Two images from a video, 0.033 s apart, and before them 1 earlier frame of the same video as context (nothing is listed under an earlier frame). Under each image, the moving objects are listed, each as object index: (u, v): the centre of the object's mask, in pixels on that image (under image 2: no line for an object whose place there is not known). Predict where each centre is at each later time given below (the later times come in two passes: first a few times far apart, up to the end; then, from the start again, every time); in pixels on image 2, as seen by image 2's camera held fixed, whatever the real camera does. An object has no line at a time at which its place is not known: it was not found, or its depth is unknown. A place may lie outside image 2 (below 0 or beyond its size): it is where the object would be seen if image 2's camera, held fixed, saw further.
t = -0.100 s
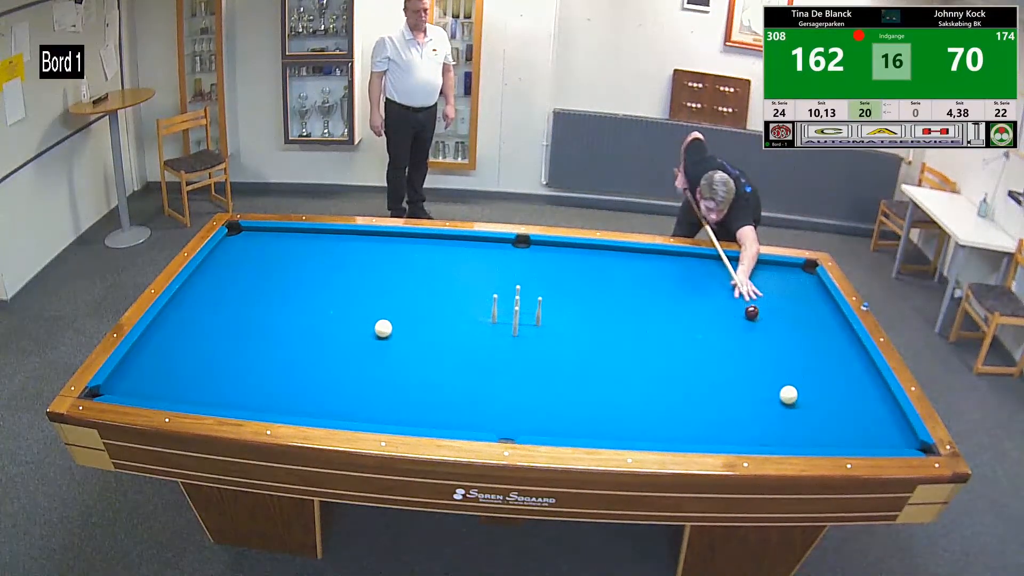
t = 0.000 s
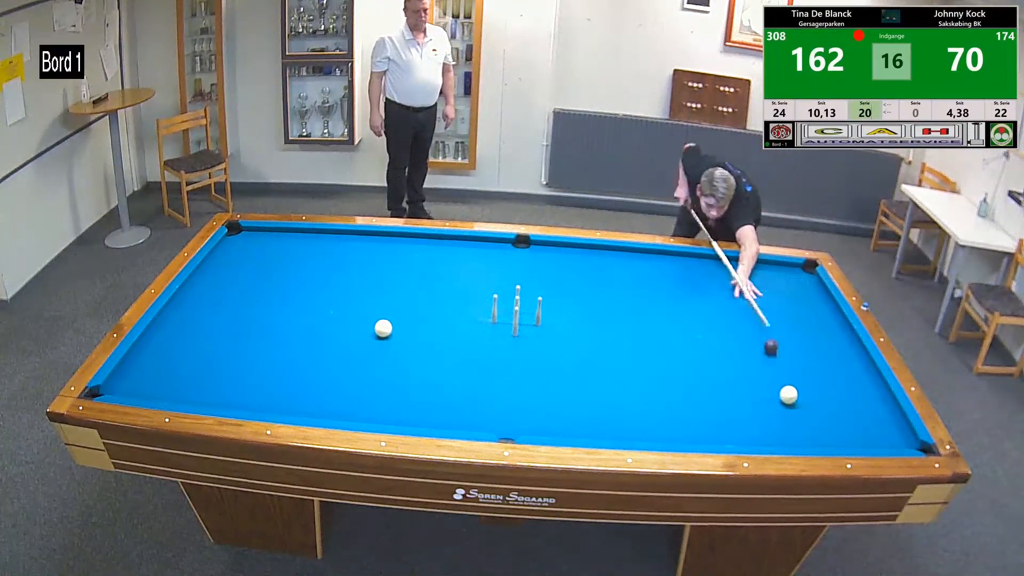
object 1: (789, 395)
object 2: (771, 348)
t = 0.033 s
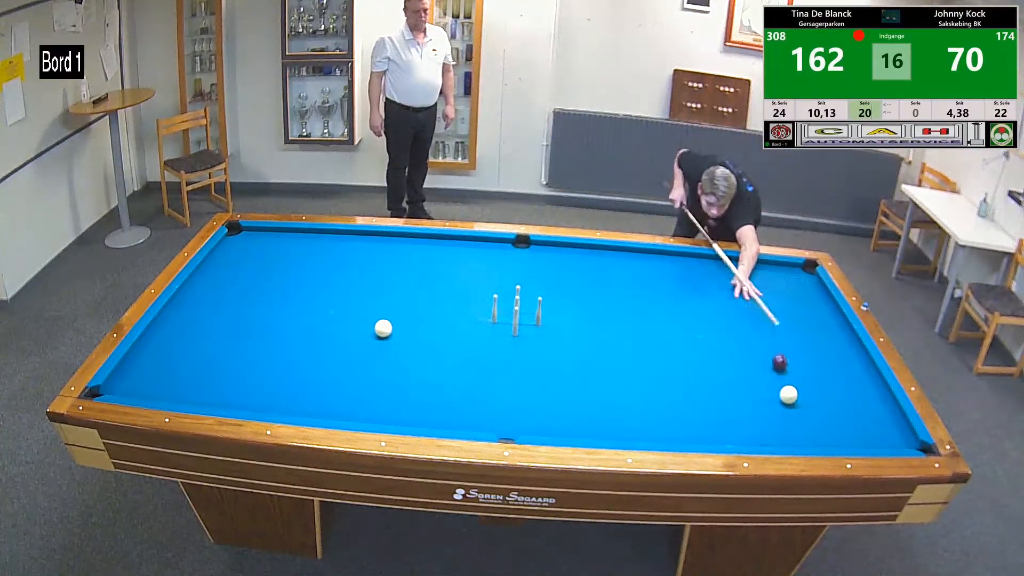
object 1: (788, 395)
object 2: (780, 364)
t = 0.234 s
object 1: (756, 440)
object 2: (857, 416)
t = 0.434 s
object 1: (707, 401)
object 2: (907, 442)
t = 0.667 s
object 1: (661, 363)
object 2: (877, 440)
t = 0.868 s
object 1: (625, 333)
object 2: (857, 434)
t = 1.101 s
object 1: (588, 303)
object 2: (833, 426)
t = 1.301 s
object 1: (560, 280)
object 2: (813, 421)
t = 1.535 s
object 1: (530, 257)
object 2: (790, 414)
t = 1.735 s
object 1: (510, 243)
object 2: (771, 408)
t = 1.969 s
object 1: (499, 253)
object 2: (749, 401)
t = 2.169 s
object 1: (489, 262)
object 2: (731, 395)
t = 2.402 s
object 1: (478, 272)
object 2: (710, 389)
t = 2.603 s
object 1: (467, 281)
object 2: (693, 384)
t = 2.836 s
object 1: (455, 291)
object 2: (674, 378)
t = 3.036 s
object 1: (445, 301)
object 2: (659, 373)
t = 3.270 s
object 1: (432, 312)
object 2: (641, 368)
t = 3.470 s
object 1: (421, 322)
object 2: (627, 364)
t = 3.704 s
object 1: (408, 334)
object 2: (611, 359)
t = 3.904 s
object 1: (397, 344)
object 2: (599, 355)
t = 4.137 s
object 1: (383, 356)
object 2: (584, 351)
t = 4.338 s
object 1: (372, 367)
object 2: (573, 347)
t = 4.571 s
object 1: (359, 379)
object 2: (560, 343)
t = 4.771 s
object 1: (347, 390)
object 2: (550, 340)
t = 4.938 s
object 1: (338, 399)
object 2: (542, 337)
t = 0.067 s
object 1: (788, 395)
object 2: (788, 378)
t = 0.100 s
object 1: (785, 400)
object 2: (801, 392)
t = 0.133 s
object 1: (778, 411)
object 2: (816, 398)
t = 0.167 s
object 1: (771, 422)
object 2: (830, 404)
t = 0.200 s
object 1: (764, 433)
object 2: (844, 411)
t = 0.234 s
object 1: (756, 440)
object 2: (857, 416)
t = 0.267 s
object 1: (747, 435)
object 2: (868, 421)
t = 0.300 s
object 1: (738, 427)
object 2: (880, 426)
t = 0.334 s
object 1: (730, 420)
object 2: (892, 431)
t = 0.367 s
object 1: (722, 414)
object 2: (904, 436)
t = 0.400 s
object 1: (715, 407)
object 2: (912, 441)
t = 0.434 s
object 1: (707, 401)
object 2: (907, 442)
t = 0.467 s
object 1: (701, 396)
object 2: (902, 443)
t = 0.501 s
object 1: (694, 390)
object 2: (897, 444)
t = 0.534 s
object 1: (687, 384)
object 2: (892, 443)
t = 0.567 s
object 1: (680, 379)
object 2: (888, 442)
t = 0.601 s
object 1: (674, 374)
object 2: (884, 441)
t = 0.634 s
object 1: (667, 368)
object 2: (881, 440)
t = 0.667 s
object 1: (661, 363)
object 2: (877, 440)
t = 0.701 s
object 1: (655, 358)
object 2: (874, 439)
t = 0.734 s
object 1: (649, 353)
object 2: (871, 439)
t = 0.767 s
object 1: (643, 348)
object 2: (868, 438)
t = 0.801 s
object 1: (637, 343)
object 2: (864, 437)
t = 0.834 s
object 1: (631, 338)
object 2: (860, 435)
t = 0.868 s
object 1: (625, 333)
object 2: (857, 434)
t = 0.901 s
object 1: (620, 329)
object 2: (853, 432)
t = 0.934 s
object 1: (614, 324)
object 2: (850, 432)
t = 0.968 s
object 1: (609, 320)
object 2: (847, 431)
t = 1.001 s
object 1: (604, 316)
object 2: (843, 430)
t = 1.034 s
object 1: (598, 311)
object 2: (840, 429)
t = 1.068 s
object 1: (593, 307)
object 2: (836, 428)
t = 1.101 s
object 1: (588, 303)
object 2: (833, 426)
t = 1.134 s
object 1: (583, 299)
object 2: (830, 426)
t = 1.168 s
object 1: (578, 295)
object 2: (826, 425)
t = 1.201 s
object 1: (574, 291)
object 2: (823, 424)
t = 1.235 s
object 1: (569, 288)
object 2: (820, 423)
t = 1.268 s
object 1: (564, 284)
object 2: (816, 422)
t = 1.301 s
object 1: (560, 280)
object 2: (813, 421)
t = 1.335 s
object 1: (555, 277)
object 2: (810, 420)
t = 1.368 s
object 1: (551, 273)
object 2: (806, 419)
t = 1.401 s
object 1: (547, 270)
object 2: (803, 418)
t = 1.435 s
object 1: (543, 266)
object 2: (800, 416)
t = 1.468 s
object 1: (538, 263)
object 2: (796, 416)
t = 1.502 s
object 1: (534, 260)
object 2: (793, 415)
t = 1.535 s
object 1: (530, 257)
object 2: (790, 414)
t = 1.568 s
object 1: (526, 254)
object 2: (787, 413)
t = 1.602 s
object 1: (522, 250)
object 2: (783, 412)
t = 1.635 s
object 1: (519, 247)
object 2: (780, 411)
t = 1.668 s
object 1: (515, 244)
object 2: (777, 410)
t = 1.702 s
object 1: (511, 242)
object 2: (774, 409)
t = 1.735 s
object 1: (510, 243)
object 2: (771, 408)
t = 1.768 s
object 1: (508, 245)
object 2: (767, 407)
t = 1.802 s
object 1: (507, 247)
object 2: (764, 406)
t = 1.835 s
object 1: (505, 248)
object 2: (761, 405)
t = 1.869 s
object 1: (504, 249)
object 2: (758, 404)
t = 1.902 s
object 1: (502, 251)
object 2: (755, 403)
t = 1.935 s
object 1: (501, 252)
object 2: (752, 402)
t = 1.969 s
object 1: (499, 253)
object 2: (749, 401)
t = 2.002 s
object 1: (497, 255)
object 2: (746, 400)
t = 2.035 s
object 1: (496, 256)
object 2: (743, 399)
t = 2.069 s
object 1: (494, 257)
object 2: (740, 398)
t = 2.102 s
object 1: (493, 259)
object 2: (737, 397)
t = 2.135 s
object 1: (491, 260)
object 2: (734, 396)
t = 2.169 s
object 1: (489, 262)
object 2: (731, 395)
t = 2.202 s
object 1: (488, 263)
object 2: (728, 394)
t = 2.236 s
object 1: (486, 264)
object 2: (725, 394)
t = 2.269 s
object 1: (484, 266)
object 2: (722, 393)
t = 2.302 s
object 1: (483, 267)
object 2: (719, 392)
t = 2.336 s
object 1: (481, 269)
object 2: (716, 391)
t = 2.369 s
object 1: (479, 270)
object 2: (713, 390)
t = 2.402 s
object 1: (478, 272)
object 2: (710, 389)
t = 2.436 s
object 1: (476, 273)
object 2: (707, 388)
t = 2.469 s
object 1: (474, 275)
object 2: (705, 387)
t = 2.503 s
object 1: (473, 276)
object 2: (702, 387)
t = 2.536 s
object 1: (471, 278)
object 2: (699, 386)
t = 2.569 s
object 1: (469, 279)
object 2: (696, 385)
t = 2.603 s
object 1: (467, 281)
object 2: (693, 384)
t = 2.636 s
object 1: (466, 282)
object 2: (690, 383)
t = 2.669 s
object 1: (464, 284)
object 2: (688, 382)
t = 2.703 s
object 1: (462, 285)
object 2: (685, 381)
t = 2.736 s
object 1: (461, 287)
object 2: (682, 381)
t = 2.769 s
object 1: (459, 288)
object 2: (680, 380)
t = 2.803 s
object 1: (457, 290)
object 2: (677, 379)
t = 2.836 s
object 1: (455, 291)
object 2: (674, 378)
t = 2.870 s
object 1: (454, 293)
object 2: (671, 377)
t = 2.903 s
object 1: (452, 294)
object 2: (669, 377)
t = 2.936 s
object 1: (450, 296)
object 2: (666, 376)
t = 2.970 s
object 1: (448, 297)
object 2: (664, 375)
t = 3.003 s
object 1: (446, 299)
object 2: (662, 374)
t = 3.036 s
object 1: (445, 301)
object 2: (659, 373)
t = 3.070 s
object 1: (443, 302)
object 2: (656, 373)
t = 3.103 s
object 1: (441, 304)
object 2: (654, 372)
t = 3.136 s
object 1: (439, 305)
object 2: (651, 371)
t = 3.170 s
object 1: (437, 307)
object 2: (649, 370)
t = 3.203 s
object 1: (436, 309)
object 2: (646, 370)
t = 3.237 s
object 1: (434, 310)
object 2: (644, 369)
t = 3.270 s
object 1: (432, 312)
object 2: (641, 368)
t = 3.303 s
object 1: (430, 313)
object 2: (639, 368)
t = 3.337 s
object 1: (428, 315)
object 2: (637, 367)
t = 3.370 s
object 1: (427, 317)
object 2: (634, 366)
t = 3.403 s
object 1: (425, 318)
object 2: (632, 365)
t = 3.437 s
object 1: (423, 320)
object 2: (630, 364)
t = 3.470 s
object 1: (421, 322)
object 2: (627, 364)
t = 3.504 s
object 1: (419, 323)
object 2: (625, 363)
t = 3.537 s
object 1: (417, 325)
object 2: (623, 362)
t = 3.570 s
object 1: (415, 327)
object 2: (620, 361)
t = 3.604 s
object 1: (414, 328)
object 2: (618, 361)
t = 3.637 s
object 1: (412, 330)
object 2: (616, 360)
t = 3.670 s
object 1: (410, 332)
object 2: (614, 360)
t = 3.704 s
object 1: (408, 334)
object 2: (611, 359)
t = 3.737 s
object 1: (406, 335)
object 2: (609, 358)
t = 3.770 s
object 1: (404, 337)
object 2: (607, 357)
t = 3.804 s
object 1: (402, 339)
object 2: (605, 357)
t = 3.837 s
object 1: (400, 340)
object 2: (603, 356)
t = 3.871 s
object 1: (398, 342)
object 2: (601, 356)
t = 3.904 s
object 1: (397, 344)
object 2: (599, 355)
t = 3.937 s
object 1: (395, 346)
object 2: (597, 354)
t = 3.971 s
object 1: (393, 347)
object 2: (594, 354)
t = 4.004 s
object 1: (391, 349)
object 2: (592, 353)
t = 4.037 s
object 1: (389, 351)
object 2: (590, 352)
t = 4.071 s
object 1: (387, 353)
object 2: (588, 352)
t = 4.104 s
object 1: (385, 354)
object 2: (586, 351)
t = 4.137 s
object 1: (383, 356)
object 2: (584, 351)
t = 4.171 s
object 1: (381, 358)
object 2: (582, 350)
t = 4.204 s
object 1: (379, 360)
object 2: (580, 349)
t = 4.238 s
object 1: (378, 361)
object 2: (578, 349)
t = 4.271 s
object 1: (376, 363)
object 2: (577, 348)
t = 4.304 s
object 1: (374, 365)
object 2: (575, 348)
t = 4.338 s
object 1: (372, 367)
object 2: (573, 347)
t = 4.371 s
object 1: (370, 369)
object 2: (571, 346)
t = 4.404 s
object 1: (368, 371)
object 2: (569, 346)
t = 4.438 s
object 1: (366, 372)
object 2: (567, 345)
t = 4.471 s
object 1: (364, 374)
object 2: (566, 345)
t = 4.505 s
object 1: (362, 376)
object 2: (564, 344)
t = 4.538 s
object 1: (360, 378)
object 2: (562, 344)
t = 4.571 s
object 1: (359, 379)
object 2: (560, 343)
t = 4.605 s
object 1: (357, 381)
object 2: (558, 343)
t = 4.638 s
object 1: (355, 383)
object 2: (557, 342)
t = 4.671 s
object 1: (353, 385)
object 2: (555, 342)
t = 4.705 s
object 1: (351, 387)
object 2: (553, 341)
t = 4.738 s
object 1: (349, 389)
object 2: (552, 340)
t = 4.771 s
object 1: (347, 390)
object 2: (550, 340)
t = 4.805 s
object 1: (345, 392)
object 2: (548, 339)
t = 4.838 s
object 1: (343, 394)
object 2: (546, 339)
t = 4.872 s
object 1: (341, 396)
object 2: (545, 339)
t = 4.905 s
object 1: (340, 398)
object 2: (543, 338)
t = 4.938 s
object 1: (338, 399)
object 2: (542, 337)
